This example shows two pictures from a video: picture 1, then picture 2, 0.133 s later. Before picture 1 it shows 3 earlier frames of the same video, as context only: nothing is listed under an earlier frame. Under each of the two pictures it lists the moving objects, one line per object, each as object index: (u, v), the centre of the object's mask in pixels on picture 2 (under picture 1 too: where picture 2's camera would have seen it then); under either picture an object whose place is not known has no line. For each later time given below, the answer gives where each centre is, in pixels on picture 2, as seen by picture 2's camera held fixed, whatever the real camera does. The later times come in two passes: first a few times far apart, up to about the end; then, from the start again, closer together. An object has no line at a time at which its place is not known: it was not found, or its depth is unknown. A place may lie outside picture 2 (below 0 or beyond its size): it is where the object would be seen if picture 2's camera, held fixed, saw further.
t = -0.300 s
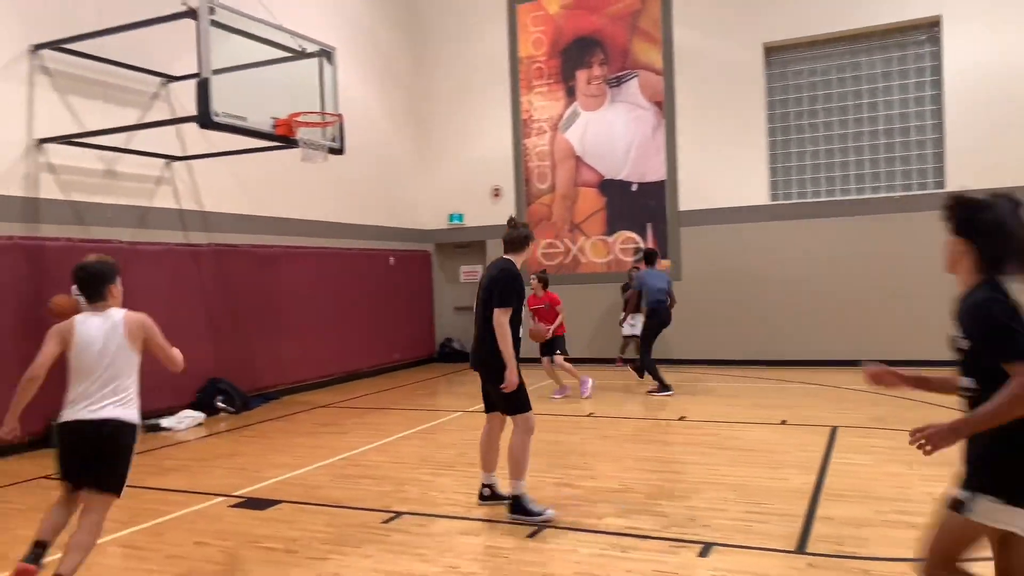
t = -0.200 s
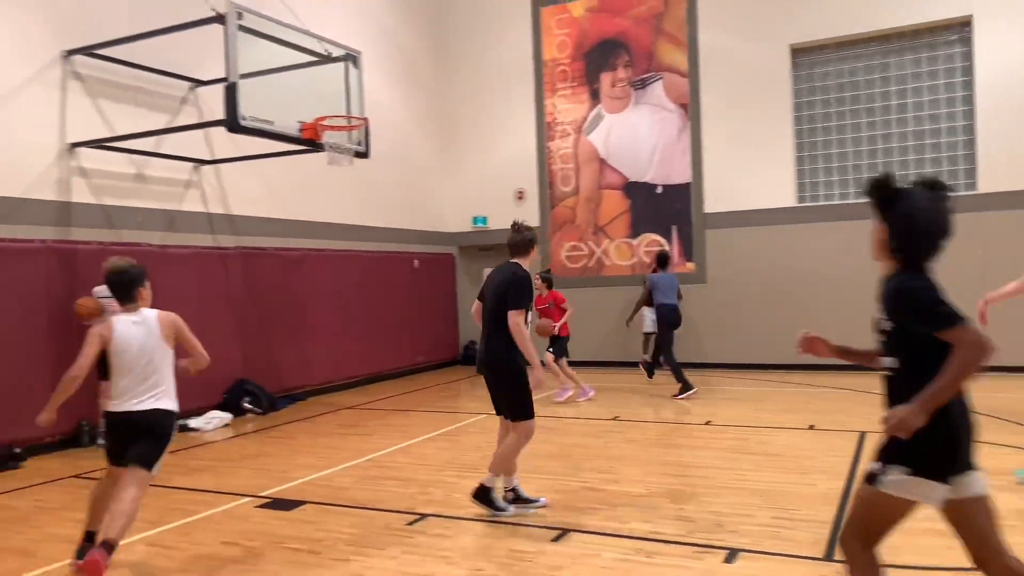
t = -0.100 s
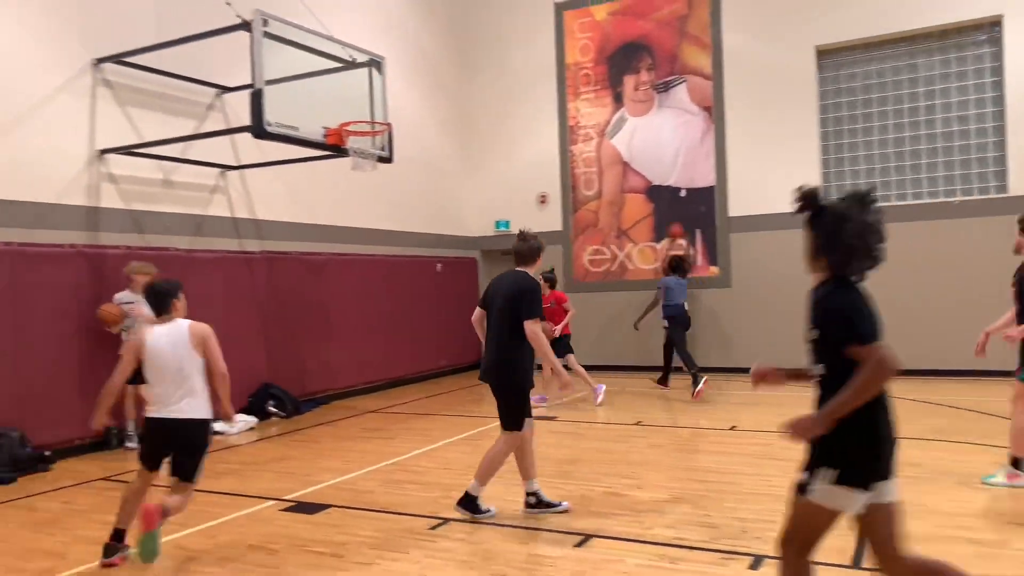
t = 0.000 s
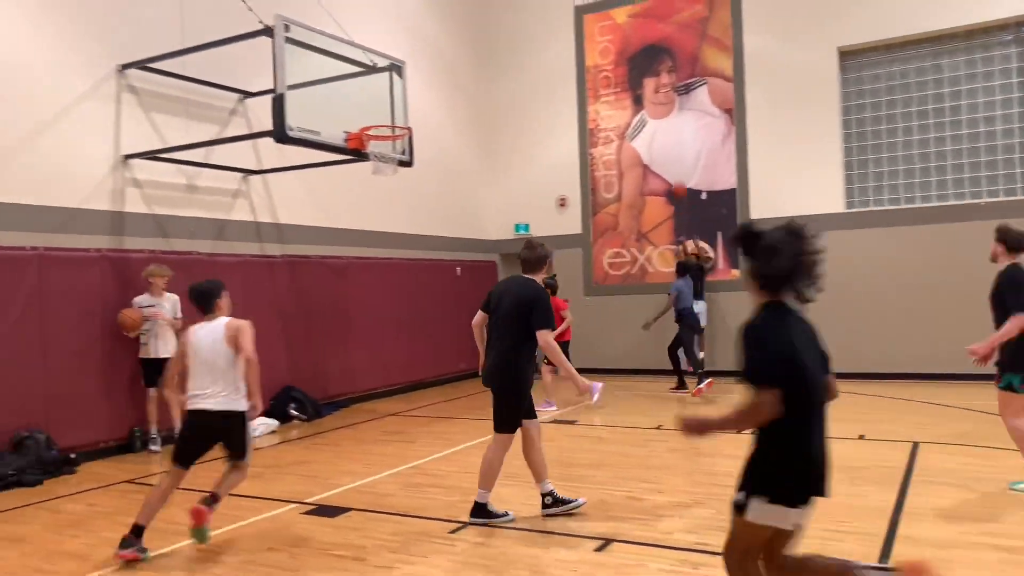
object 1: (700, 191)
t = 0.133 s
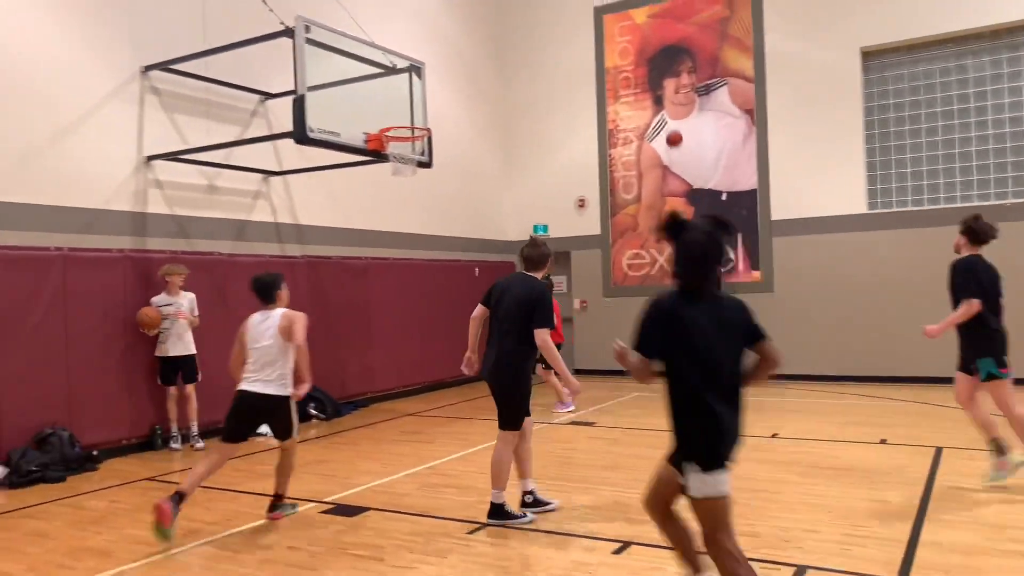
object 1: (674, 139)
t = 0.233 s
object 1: (655, 106)
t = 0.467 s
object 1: (606, 50)
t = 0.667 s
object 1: (560, 31)
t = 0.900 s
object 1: (500, 50)
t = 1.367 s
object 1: (490, 191)
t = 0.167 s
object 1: (668, 127)
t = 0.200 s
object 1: (661, 116)
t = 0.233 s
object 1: (655, 106)
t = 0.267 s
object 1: (647, 97)
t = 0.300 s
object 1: (640, 86)
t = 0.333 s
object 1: (634, 79)
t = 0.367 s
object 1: (627, 70)
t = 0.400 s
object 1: (620, 63)
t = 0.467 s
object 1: (606, 50)
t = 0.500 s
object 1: (599, 44)
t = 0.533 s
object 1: (591, 40)
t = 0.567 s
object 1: (584, 36)
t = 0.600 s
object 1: (576, 34)
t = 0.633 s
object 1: (568, 32)
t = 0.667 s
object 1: (560, 31)
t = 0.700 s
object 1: (552, 30)
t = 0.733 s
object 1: (544, 31)
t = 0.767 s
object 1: (535, 33)
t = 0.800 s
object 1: (527, 36)
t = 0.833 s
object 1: (518, 39)
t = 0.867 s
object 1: (510, 44)
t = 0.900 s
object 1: (500, 50)
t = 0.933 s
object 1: (491, 56)
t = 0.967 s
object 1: (482, 65)
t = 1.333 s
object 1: (481, 181)
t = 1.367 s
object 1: (490, 191)
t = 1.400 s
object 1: (500, 203)
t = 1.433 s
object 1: (508, 215)
